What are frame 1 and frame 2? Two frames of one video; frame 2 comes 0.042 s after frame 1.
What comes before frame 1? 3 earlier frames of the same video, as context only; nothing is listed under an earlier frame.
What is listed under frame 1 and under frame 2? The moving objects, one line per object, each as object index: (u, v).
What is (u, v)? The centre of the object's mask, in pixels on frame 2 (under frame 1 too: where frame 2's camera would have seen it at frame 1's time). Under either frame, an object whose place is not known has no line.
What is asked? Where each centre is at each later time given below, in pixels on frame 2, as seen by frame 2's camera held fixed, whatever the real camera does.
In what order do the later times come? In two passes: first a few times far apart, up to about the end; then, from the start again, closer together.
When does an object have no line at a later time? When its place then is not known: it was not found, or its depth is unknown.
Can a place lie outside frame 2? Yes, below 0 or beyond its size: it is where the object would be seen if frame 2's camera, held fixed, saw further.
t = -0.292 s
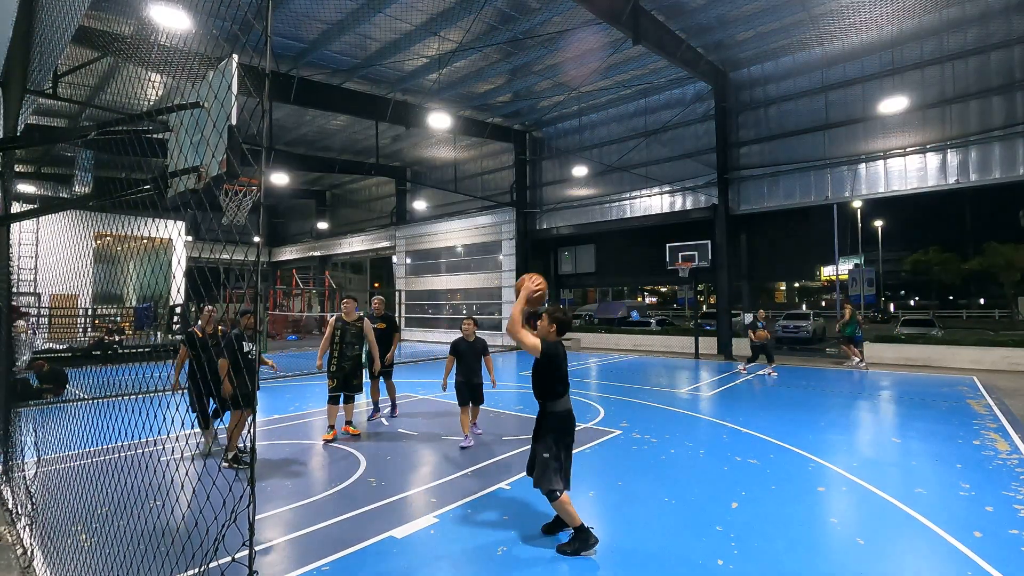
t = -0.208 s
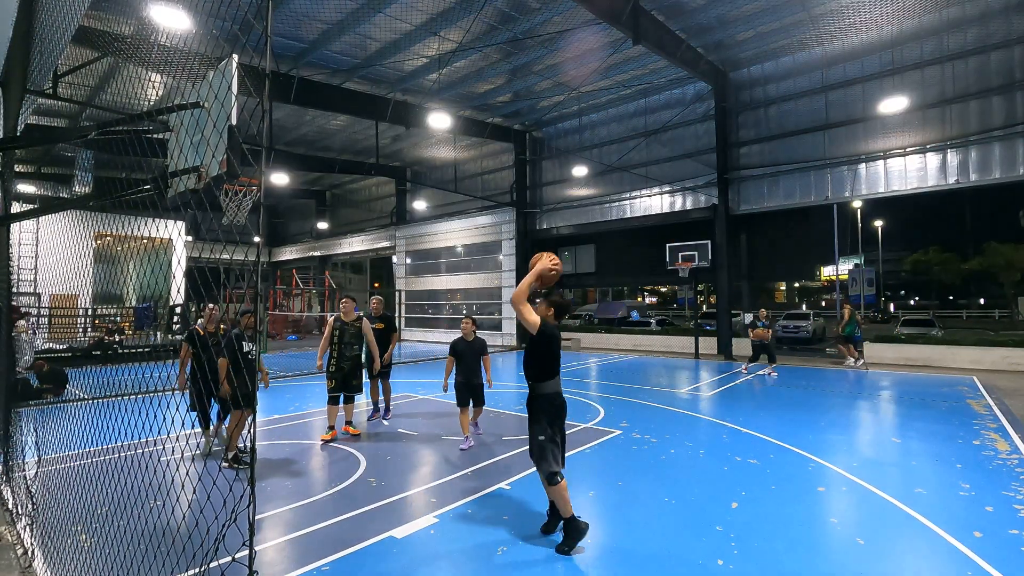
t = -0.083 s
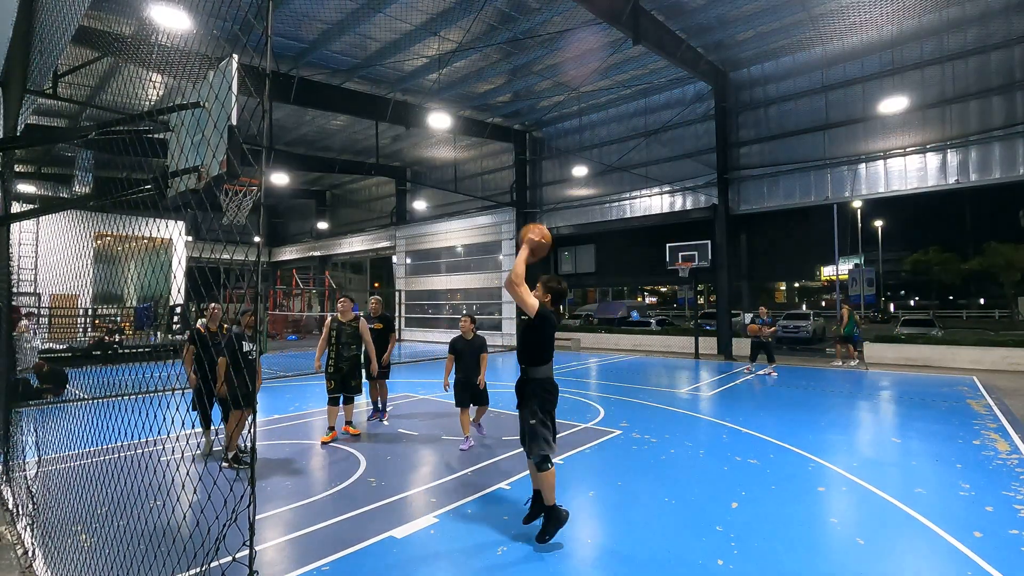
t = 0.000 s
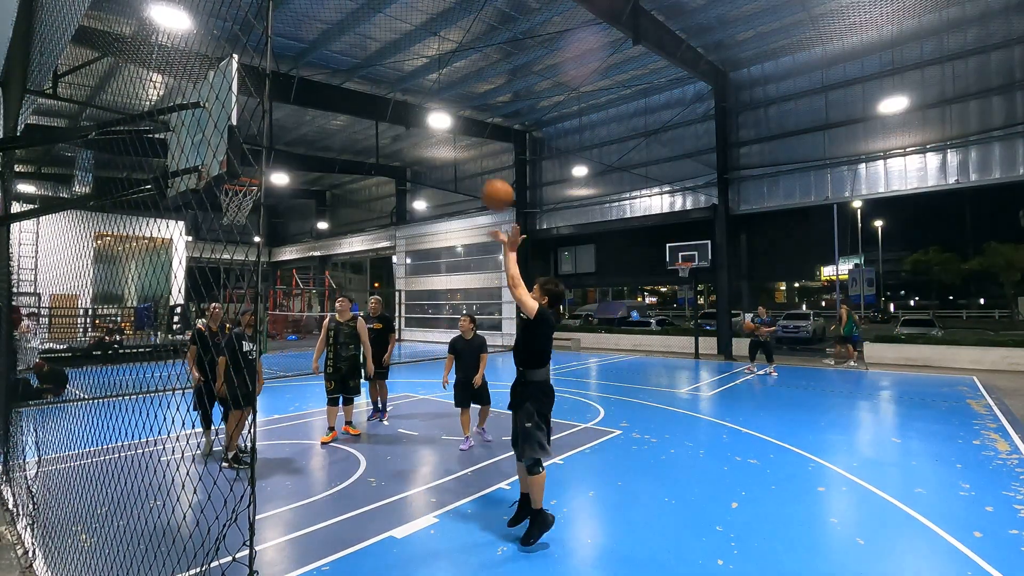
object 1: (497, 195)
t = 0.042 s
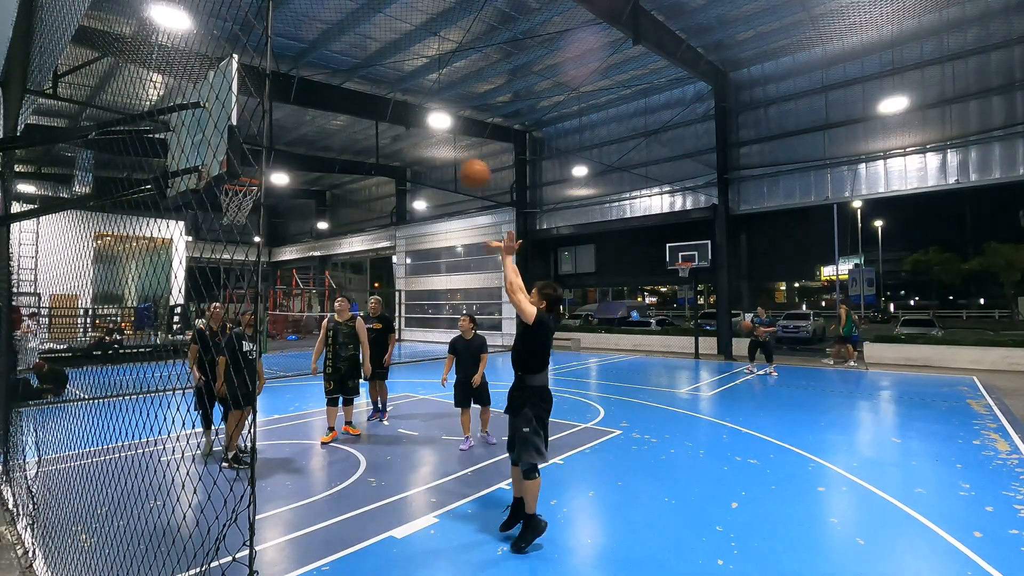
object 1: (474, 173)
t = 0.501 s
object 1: (265, 101)
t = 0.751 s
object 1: (249, 160)
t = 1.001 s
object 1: (246, 209)
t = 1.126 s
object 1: (242, 224)
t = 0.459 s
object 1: (282, 98)
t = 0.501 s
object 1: (265, 101)
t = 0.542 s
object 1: (251, 106)
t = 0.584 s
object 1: (245, 113)
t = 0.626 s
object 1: (247, 124)
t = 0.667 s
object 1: (247, 135)
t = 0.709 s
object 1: (250, 148)
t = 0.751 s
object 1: (249, 160)
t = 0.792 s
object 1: (251, 172)
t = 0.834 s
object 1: (250, 188)
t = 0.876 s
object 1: (253, 202)
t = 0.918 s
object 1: (248, 210)
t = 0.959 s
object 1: (247, 208)
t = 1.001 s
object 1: (246, 209)
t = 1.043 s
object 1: (244, 212)
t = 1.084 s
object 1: (243, 217)
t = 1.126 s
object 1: (242, 224)
